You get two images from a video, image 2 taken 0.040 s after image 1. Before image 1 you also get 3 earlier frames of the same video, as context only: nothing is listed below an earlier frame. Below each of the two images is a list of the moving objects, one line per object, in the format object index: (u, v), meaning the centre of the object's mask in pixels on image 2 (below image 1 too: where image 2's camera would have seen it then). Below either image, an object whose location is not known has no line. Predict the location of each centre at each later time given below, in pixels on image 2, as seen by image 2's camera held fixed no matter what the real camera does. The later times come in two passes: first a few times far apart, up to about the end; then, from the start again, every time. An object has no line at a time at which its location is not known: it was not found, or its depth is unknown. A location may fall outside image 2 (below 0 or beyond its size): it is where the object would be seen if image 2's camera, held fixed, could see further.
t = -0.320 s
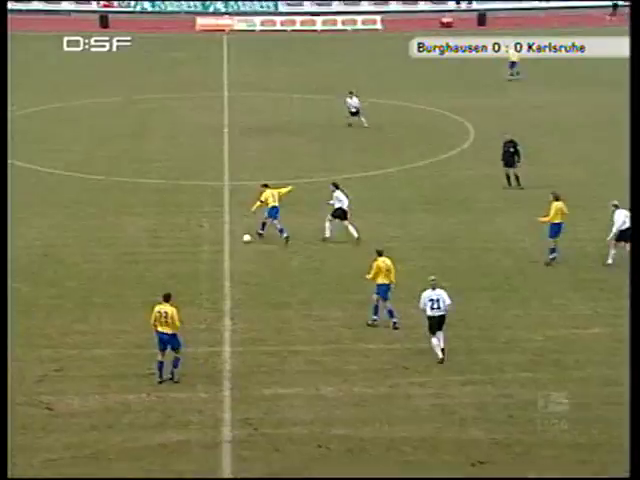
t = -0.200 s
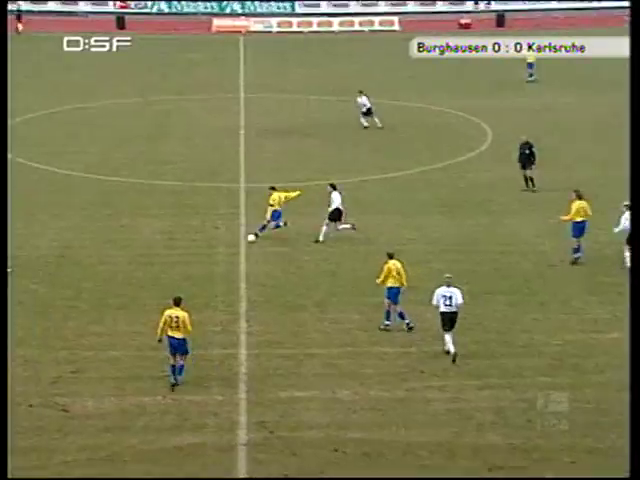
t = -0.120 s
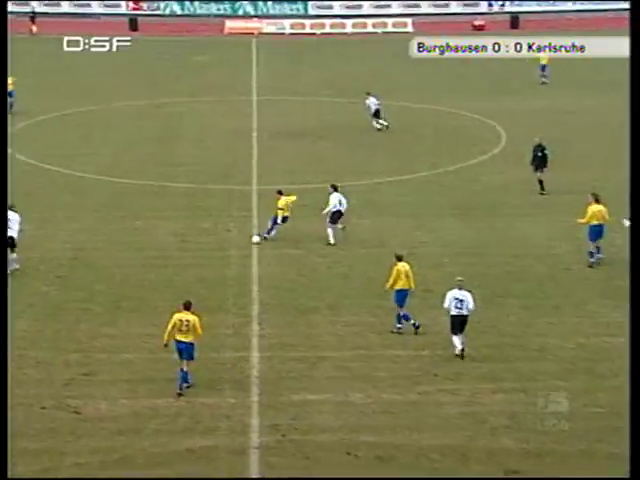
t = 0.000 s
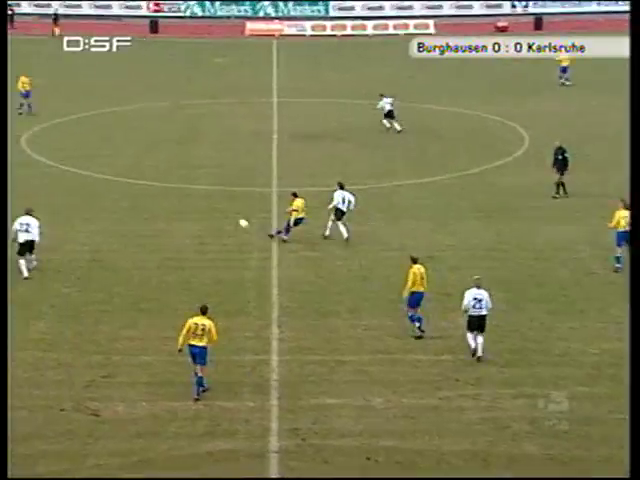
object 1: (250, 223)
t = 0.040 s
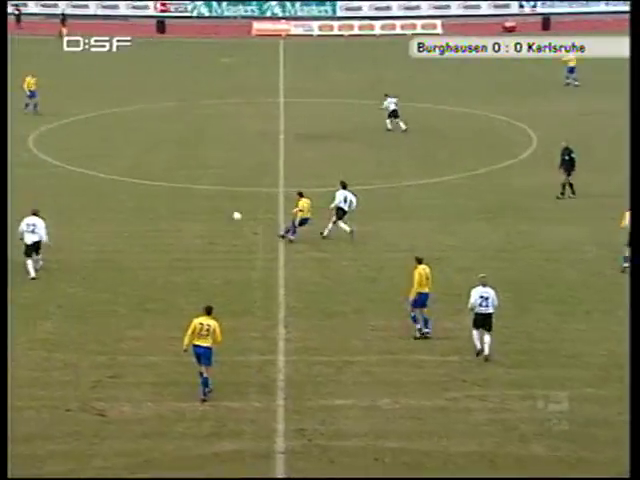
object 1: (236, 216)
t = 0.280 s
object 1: (174, 185)
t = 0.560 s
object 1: (128, 156)
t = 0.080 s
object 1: (224, 209)
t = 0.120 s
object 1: (212, 203)
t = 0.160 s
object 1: (202, 198)
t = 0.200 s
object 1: (191, 195)
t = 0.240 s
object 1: (183, 192)
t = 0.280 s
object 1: (174, 185)
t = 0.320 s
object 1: (167, 179)
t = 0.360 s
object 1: (159, 174)
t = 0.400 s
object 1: (152, 169)
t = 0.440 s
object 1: (145, 166)
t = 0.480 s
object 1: (140, 162)
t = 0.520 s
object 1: (133, 160)
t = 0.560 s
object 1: (128, 156)
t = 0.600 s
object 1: (123, 152)
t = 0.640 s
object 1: (118, 149)
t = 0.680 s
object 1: (114, 145)
